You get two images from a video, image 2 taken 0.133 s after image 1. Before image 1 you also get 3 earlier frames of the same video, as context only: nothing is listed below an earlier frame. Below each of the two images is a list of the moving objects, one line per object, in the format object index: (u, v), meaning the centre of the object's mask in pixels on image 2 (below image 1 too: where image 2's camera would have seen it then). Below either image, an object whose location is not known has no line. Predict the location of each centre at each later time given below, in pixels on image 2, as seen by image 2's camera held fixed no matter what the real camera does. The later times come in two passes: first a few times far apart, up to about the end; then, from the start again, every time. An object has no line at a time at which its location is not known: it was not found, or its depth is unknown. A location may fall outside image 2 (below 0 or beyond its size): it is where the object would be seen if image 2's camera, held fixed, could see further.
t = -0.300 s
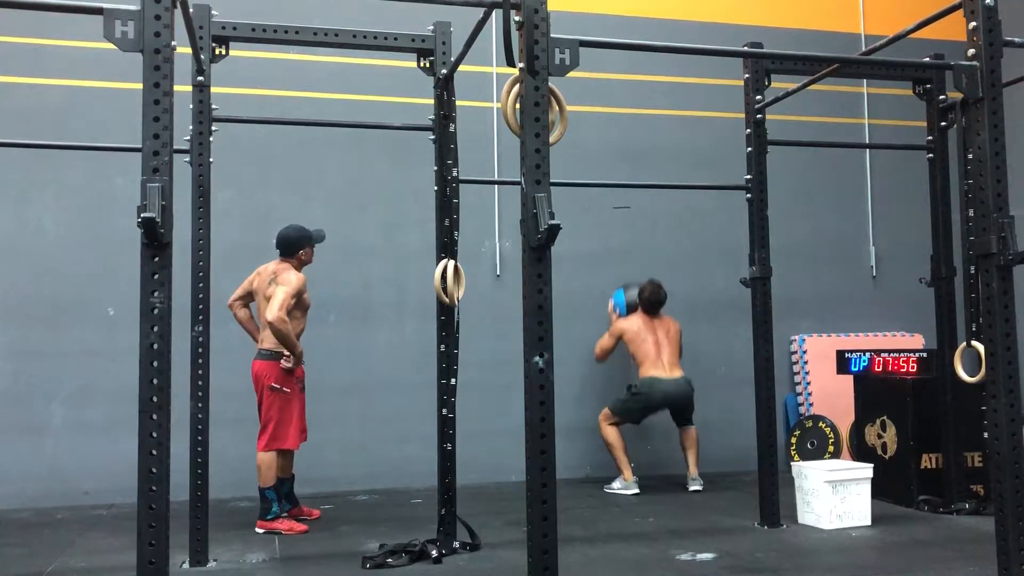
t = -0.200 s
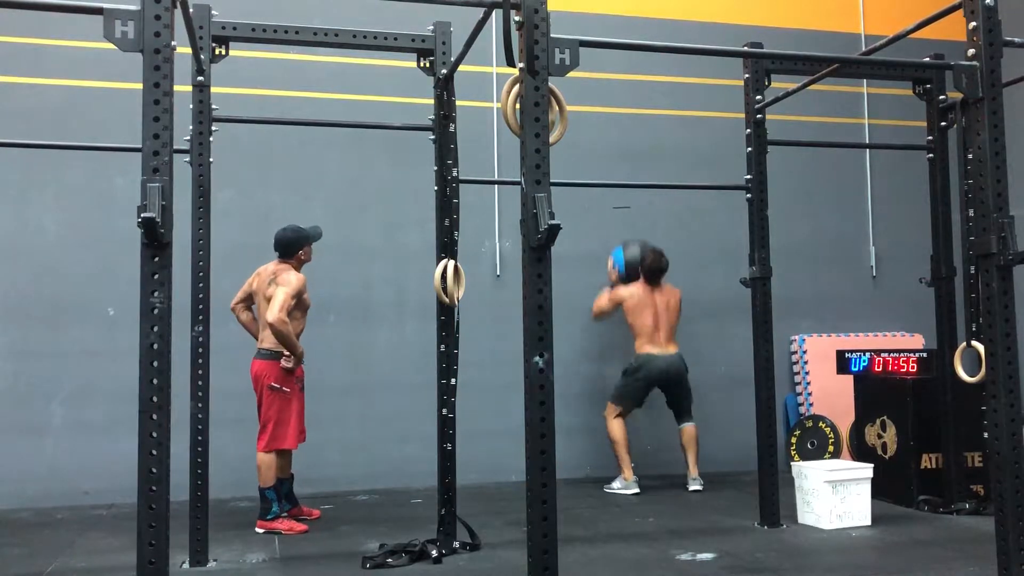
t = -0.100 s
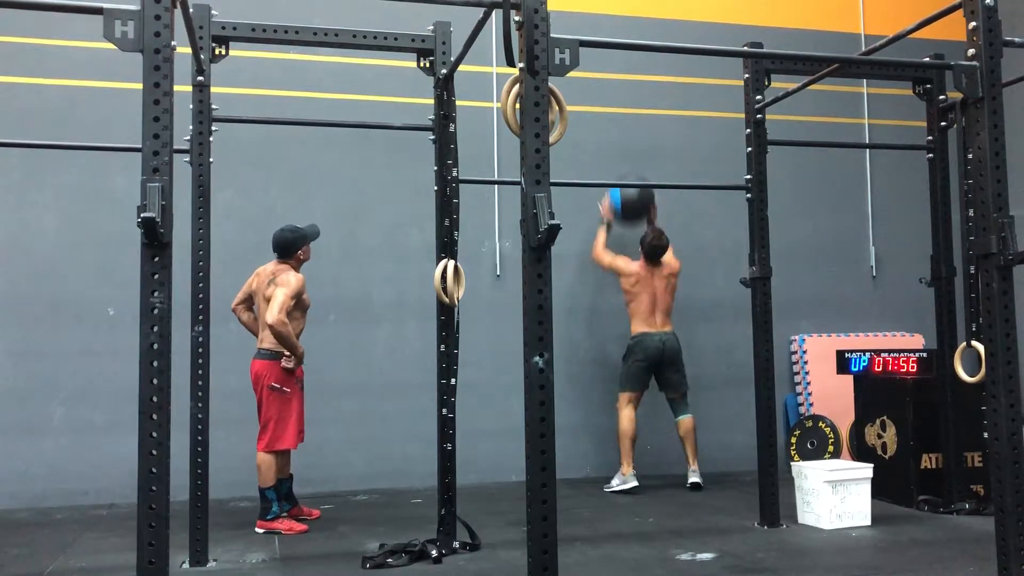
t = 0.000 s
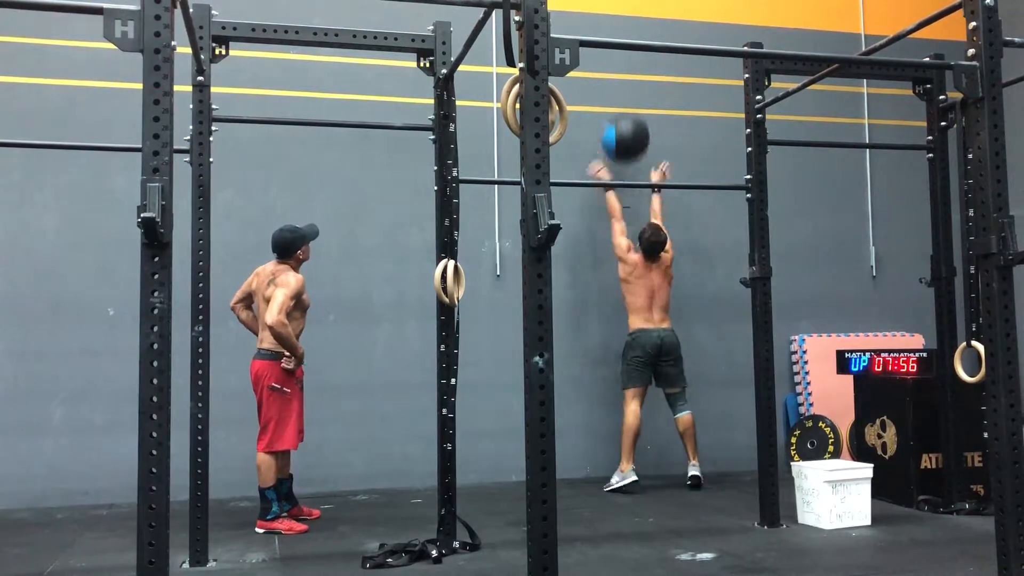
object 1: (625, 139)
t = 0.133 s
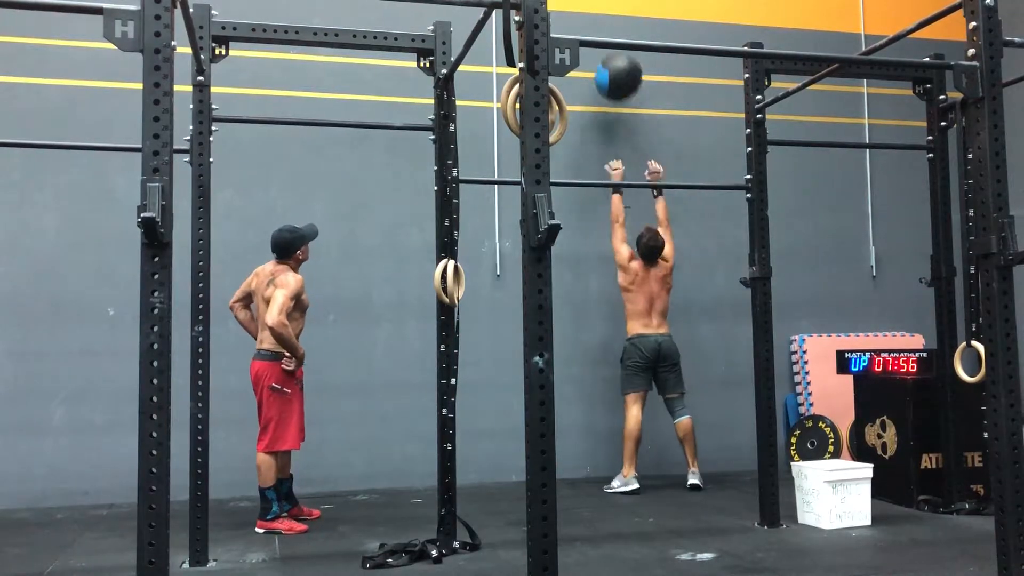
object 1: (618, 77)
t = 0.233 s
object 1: (613, 49)
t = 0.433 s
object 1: (609, 23)
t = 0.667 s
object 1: (612, 70)
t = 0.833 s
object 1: (615, 143)
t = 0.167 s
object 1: (616, 68)
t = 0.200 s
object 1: (614, 62)
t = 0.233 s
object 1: (613, 49)
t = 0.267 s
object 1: (612, 38)
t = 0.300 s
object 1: (611, 32)
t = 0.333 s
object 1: (610, 25)
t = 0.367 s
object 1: (609, 24)
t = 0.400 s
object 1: (609, 23)
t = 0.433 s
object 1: (609, 23)
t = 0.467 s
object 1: (610, 23)
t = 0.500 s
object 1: (610, 25)
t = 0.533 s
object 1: (610, 34)
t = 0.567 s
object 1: (611, 38)
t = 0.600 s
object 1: (611, 51)
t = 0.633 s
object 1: (611, 63)
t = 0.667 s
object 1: (612, 70)
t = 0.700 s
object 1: (613, 80)
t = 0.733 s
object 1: (614, 93)
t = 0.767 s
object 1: (614, 108)
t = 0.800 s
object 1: (615, 125)
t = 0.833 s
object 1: (615, 143)
